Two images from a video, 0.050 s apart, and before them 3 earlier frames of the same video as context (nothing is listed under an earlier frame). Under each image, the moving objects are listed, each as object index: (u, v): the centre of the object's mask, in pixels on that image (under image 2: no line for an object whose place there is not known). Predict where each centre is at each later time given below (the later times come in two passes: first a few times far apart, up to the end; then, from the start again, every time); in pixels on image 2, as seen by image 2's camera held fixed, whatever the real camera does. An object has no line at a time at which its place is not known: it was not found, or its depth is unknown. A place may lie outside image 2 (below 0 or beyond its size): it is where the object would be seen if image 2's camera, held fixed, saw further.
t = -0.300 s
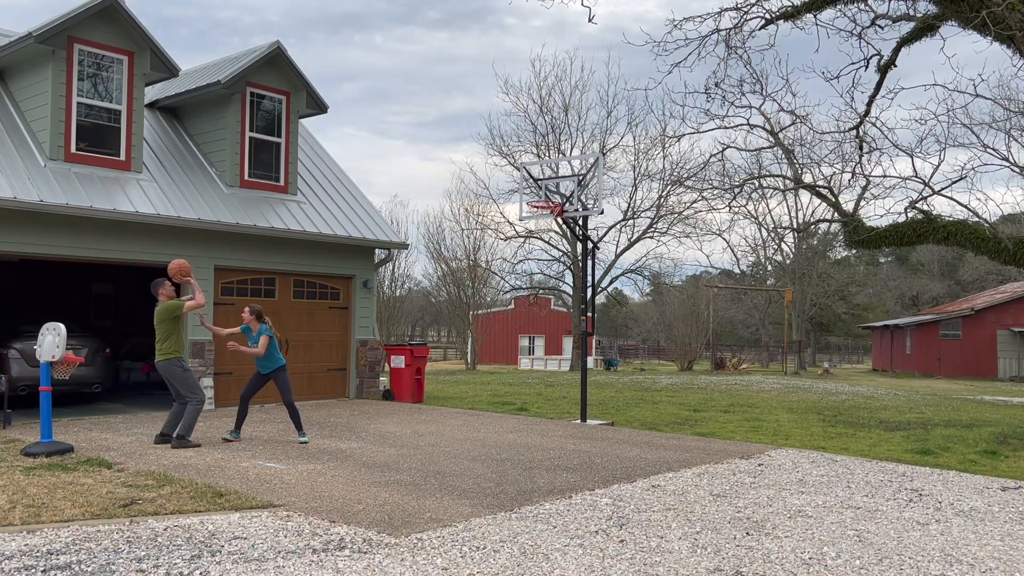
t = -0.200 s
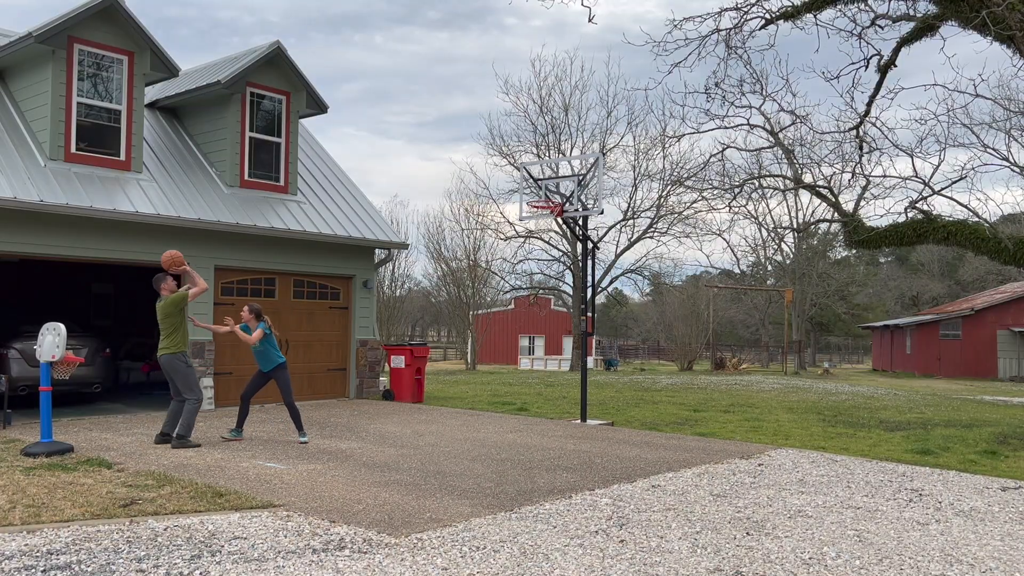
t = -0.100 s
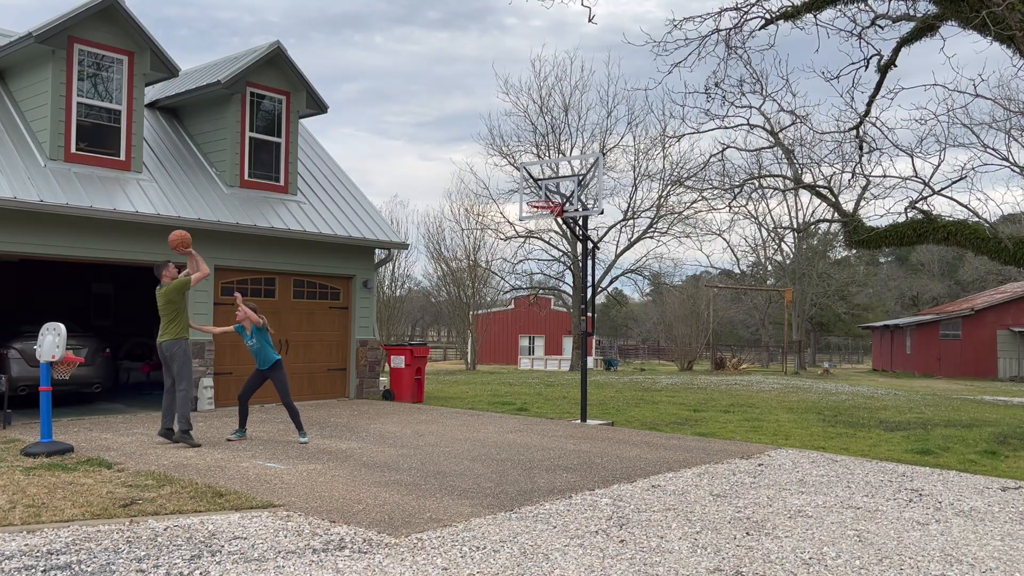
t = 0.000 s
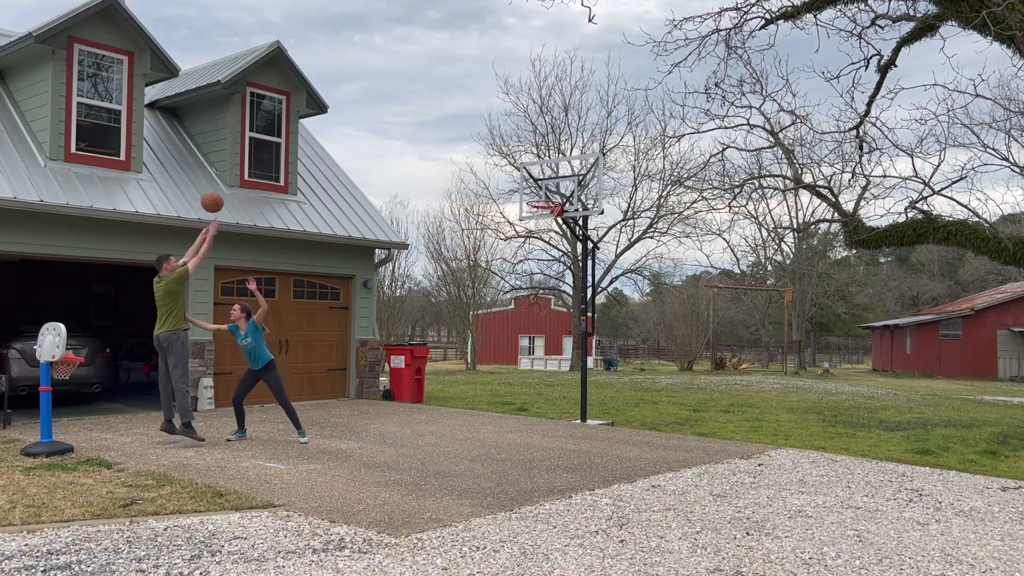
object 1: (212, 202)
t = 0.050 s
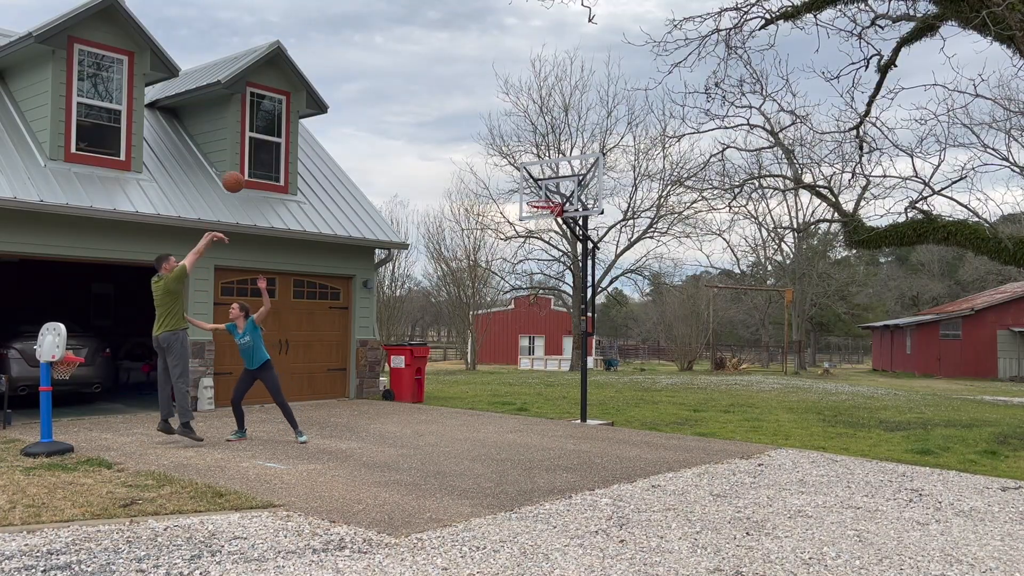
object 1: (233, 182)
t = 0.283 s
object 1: (324, 124)
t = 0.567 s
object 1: (419, 118)
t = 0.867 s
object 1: (505, 176)
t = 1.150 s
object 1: (480, 192)
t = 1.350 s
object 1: (438, 218)
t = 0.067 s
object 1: (240, 176)
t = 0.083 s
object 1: (247, 170)
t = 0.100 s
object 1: (254, 165)
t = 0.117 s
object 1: (260, 160)
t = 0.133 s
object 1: (267, 155)
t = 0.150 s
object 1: (273, 151)
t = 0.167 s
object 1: (280, 146)
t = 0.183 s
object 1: (286, 142)
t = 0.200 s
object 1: (293, 138)
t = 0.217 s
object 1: (299, 135)
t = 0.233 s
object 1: (305, 132)
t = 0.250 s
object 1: (311, 129)
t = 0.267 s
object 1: (318, 126)
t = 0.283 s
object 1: (324, 124)
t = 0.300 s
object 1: (330, 122)
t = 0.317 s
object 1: (336, 119)
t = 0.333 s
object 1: (341, 118)
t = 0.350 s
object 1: (347, 116)
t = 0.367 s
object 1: (353, 115)
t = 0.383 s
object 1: (359, 114)
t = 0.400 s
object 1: (364, 113)
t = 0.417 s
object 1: (370, 113)
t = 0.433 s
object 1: (376, 113)
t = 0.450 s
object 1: (381, 112)
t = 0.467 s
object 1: (387, 113)
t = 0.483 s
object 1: (392, 113)
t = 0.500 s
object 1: (397, 113)
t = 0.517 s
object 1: (403, 114)
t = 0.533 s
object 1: (408, 115)
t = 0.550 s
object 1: (413, 116)
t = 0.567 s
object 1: (419, 118)
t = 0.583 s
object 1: (424, 119)
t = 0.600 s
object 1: (429, 121)
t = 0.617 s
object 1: (434, 123)
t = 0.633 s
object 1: (439, 125)
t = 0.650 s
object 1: (444, 128)
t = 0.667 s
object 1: (449, 131)
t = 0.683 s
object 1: (454, 133)
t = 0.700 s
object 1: (458, 136)
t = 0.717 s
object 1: (463, 139)
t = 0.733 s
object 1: (468, 143)
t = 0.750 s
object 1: (473, 146)
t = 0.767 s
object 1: (477, 150)
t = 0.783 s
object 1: (482, 154)
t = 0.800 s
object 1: (487, 158)
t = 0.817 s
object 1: (491, 162)
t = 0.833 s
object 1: (496, 167)
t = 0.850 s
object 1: (500, 171)
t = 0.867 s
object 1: (505, 176)
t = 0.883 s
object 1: (509, 181)
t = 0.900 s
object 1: (514, 186)
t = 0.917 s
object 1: (518, 191)
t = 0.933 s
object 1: (522, 196)
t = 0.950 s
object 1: (520, 196)
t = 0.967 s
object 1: (517, 195)
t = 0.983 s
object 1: (513, 194)
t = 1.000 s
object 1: (510, 193)
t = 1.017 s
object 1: (507, 192)
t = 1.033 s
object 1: (504, 192)
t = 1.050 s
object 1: (500, 191)
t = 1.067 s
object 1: (497, 191)
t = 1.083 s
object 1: (494, 191)
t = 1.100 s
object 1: (490, 191)
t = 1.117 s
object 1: (487, 191)
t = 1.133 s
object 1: (483, 192)
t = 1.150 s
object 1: (480, 192)
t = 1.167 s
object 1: (477, 194)
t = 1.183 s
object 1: (473, 195)
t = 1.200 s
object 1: (470, 196)
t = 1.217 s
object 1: (466, 198)
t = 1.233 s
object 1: (463, 200)
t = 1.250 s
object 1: (459, 202)
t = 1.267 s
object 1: (456, 204)
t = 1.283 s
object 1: (452, 206)
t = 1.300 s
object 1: (449, 209)
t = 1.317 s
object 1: (445, 212)
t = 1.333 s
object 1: (442, 215)
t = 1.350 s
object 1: (438, 218)
